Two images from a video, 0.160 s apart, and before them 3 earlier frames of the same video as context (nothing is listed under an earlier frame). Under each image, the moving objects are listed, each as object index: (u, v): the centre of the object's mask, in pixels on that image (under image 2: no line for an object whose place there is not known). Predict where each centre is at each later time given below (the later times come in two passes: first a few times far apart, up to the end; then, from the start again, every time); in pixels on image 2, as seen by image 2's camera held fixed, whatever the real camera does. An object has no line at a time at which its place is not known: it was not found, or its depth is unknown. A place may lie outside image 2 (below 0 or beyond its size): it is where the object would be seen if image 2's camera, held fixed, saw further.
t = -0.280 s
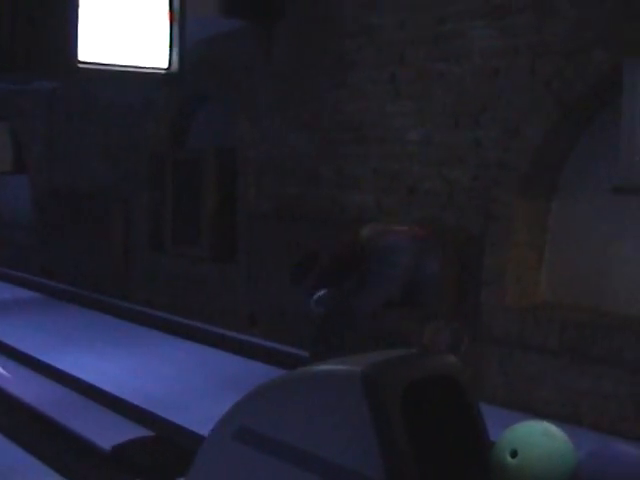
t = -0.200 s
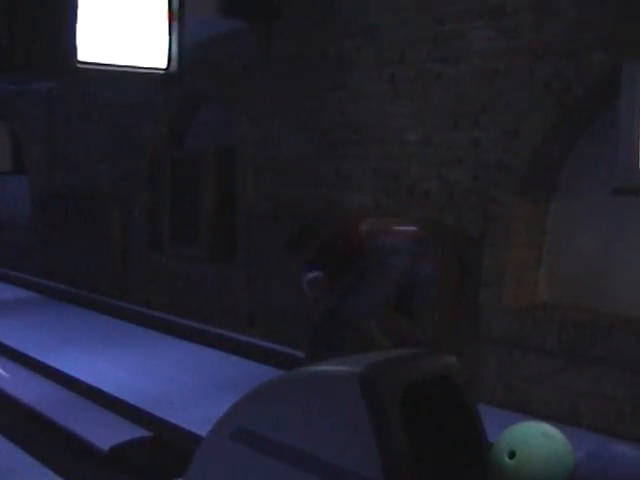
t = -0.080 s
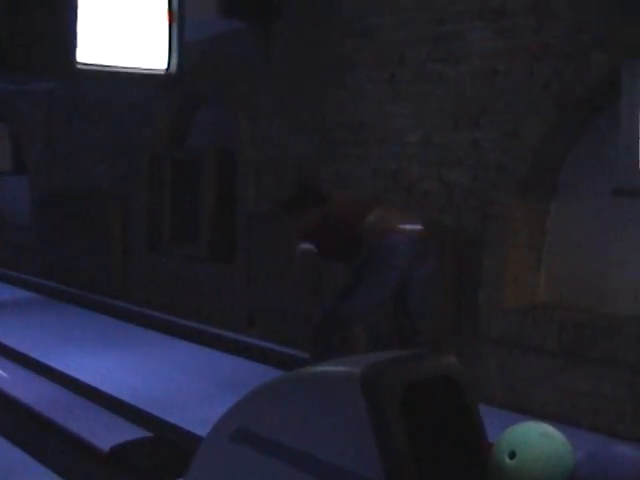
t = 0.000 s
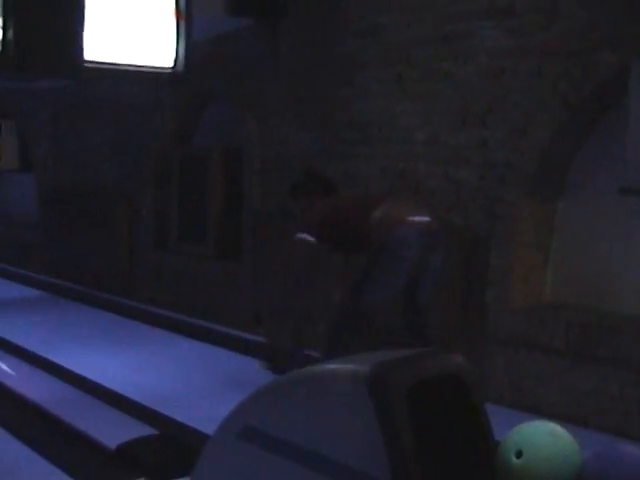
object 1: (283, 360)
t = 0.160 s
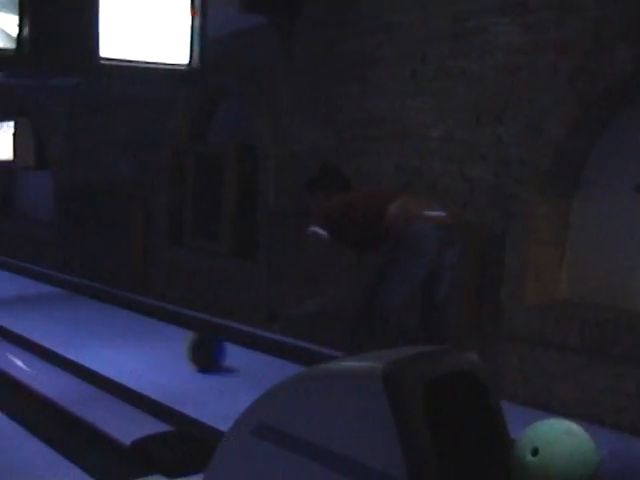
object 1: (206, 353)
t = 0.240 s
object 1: (171, 341)
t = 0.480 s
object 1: (90, 311)
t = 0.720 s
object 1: (34, 292)
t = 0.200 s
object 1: (189, 347)
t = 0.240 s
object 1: (171, 341)
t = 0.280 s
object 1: (155, 335)
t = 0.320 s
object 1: (140, 330)
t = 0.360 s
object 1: (126, 325)
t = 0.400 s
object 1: (113, 321)
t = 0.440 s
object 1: (101, 316)
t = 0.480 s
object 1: (90, 311)
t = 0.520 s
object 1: (79, 308)
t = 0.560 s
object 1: (69, 304)
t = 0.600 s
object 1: (60, 301)
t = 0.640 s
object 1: (51, 297)
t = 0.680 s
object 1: (43, 294)
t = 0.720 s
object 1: (34, 292)
